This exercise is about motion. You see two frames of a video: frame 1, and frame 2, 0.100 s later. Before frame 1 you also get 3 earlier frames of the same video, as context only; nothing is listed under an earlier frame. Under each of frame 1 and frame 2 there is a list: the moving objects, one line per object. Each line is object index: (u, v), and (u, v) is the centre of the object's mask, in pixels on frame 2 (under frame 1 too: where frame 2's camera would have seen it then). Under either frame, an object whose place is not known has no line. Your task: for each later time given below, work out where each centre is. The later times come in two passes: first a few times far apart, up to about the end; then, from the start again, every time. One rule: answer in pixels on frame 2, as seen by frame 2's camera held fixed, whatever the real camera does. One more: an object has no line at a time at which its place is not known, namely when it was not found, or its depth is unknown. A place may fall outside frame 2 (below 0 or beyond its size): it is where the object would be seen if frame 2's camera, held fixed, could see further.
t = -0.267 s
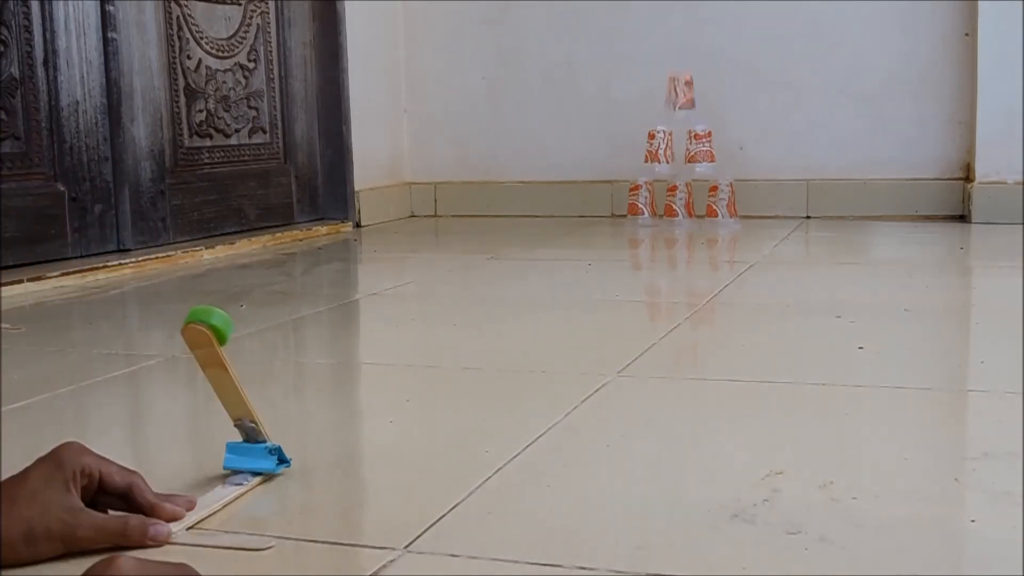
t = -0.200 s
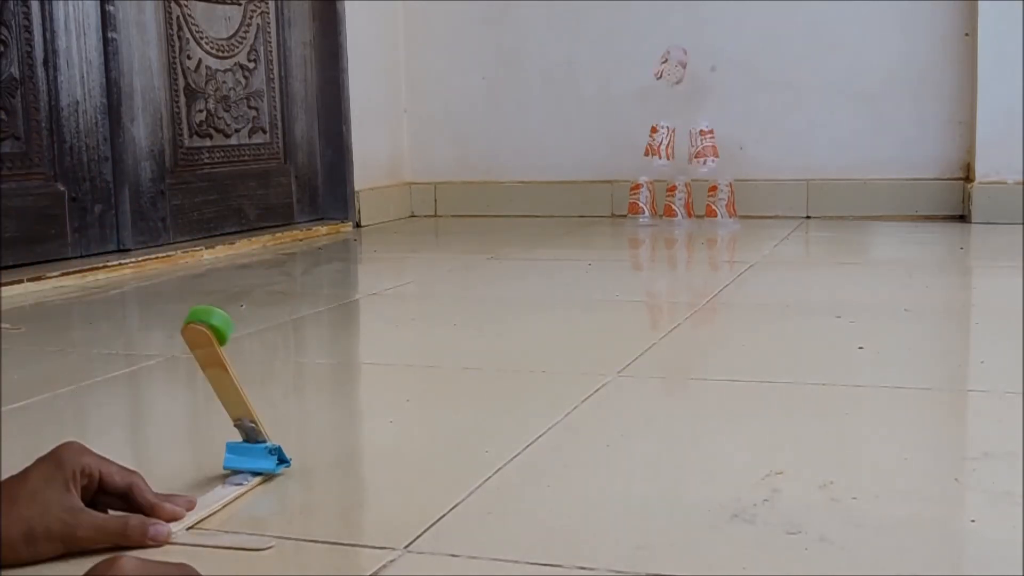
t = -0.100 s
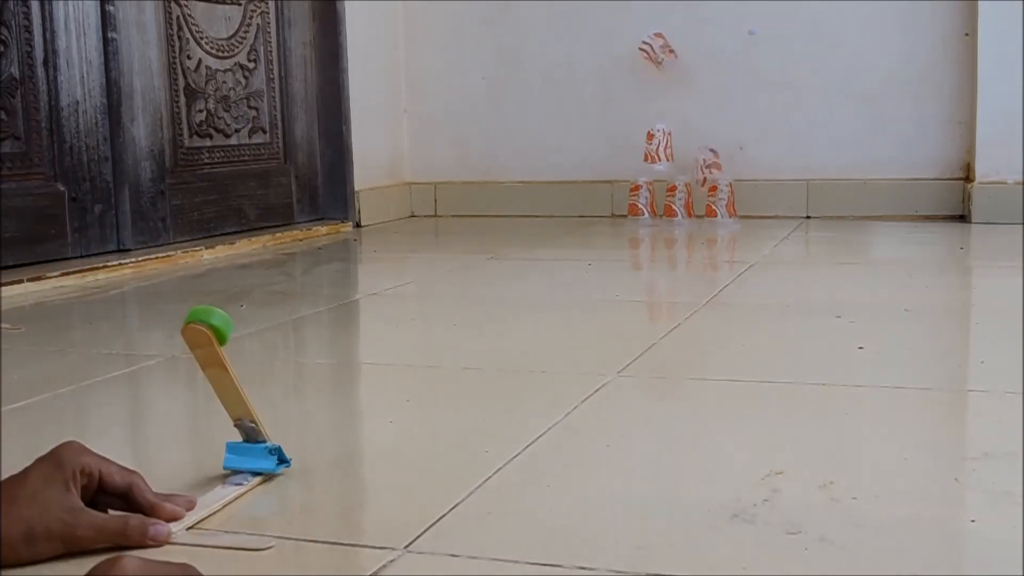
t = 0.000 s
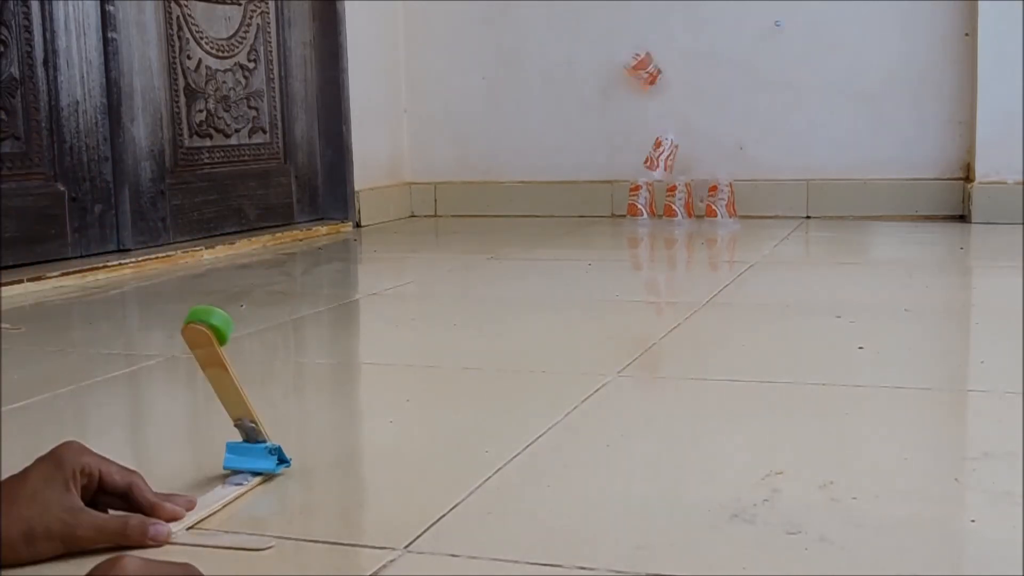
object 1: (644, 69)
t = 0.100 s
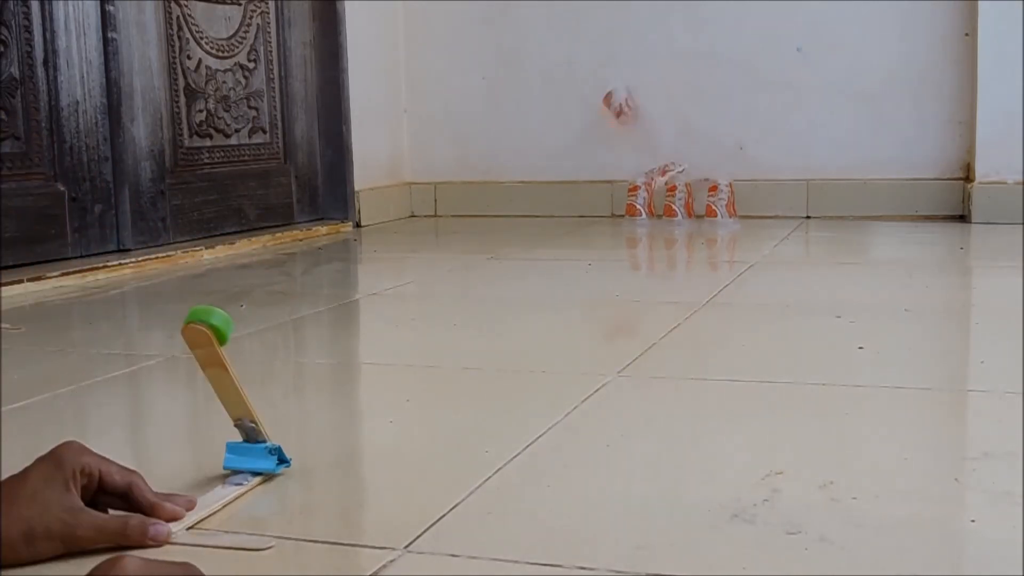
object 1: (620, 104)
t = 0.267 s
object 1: (593, 189)
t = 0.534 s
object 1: (576, 195)
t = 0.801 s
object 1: (549, 203)
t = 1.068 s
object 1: (531, 204)
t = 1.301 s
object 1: (520, 204)
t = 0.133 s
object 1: (614, 123)
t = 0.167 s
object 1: (607, 144)
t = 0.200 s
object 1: (600, 168)
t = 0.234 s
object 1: (592, 192)
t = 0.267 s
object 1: (593, 189)
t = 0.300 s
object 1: (587, 184)
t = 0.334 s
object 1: (588, 184)
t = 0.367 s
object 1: (585, 187)
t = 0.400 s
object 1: (582, 193)
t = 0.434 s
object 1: (582, 194)
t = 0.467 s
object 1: (583, 194)
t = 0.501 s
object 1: (580, 193)
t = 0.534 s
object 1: (576, 195)
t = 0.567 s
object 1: (571, 200)
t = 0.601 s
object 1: (568, 201)
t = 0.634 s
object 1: (565, 202)
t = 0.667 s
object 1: (562, 202)
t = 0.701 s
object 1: (559, 203)
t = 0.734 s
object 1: (556, 202)
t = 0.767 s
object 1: (552, 203)
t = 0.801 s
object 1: (549, 203)
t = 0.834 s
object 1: (546, 203)
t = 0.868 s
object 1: (544, 203)
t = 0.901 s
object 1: (541, 204)
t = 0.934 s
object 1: (539, 204)
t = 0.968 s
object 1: (537, 204)
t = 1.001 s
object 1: (535, 204)
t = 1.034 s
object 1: (533, 204)
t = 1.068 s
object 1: (531, 204)
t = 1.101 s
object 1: (529, 204)
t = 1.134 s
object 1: (527, 205)
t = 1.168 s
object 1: (526, 204)
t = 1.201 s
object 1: (524, 204)
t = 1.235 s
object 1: (523, 204)
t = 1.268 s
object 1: (521, 204)
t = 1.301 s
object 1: (520, 204)
